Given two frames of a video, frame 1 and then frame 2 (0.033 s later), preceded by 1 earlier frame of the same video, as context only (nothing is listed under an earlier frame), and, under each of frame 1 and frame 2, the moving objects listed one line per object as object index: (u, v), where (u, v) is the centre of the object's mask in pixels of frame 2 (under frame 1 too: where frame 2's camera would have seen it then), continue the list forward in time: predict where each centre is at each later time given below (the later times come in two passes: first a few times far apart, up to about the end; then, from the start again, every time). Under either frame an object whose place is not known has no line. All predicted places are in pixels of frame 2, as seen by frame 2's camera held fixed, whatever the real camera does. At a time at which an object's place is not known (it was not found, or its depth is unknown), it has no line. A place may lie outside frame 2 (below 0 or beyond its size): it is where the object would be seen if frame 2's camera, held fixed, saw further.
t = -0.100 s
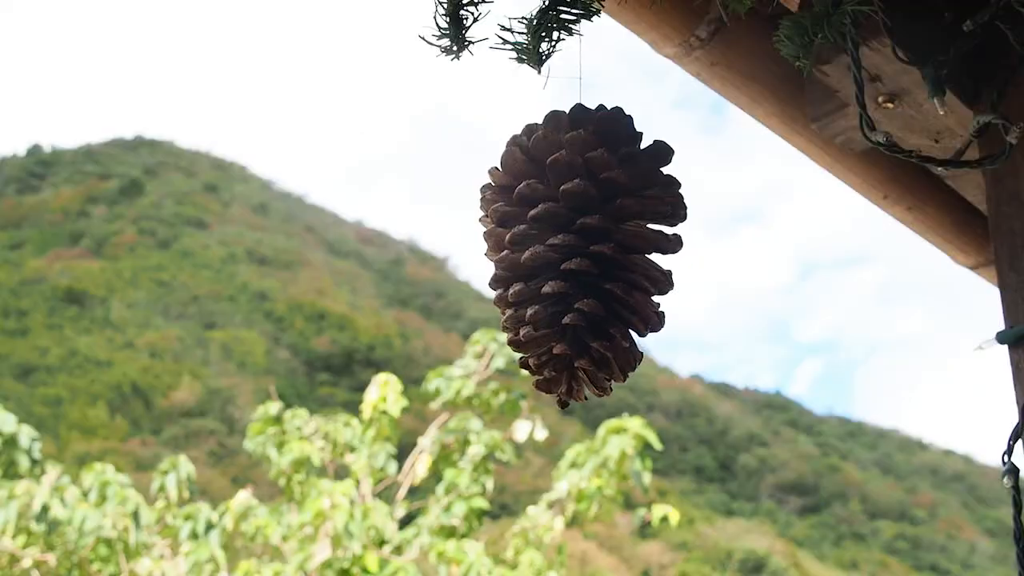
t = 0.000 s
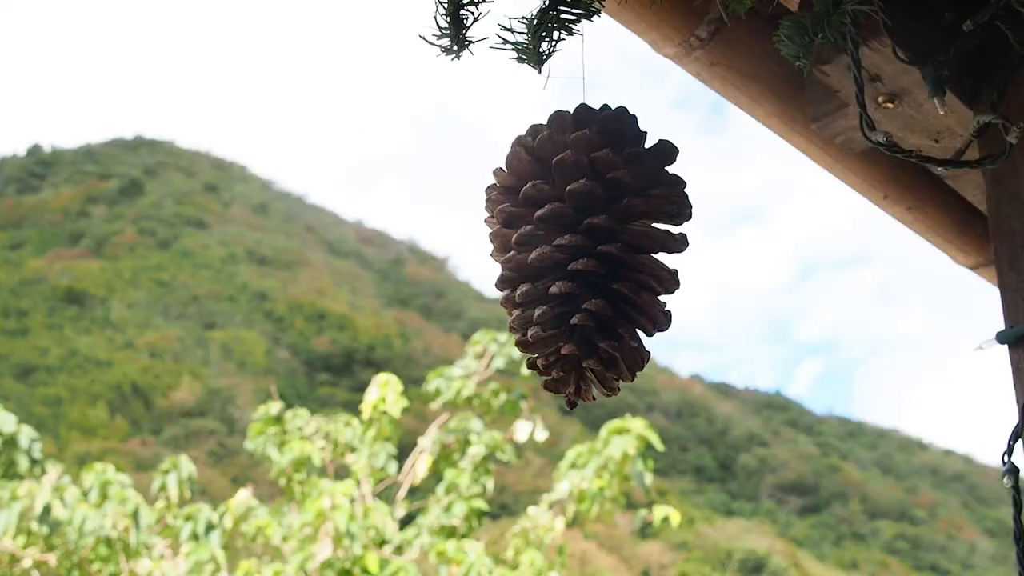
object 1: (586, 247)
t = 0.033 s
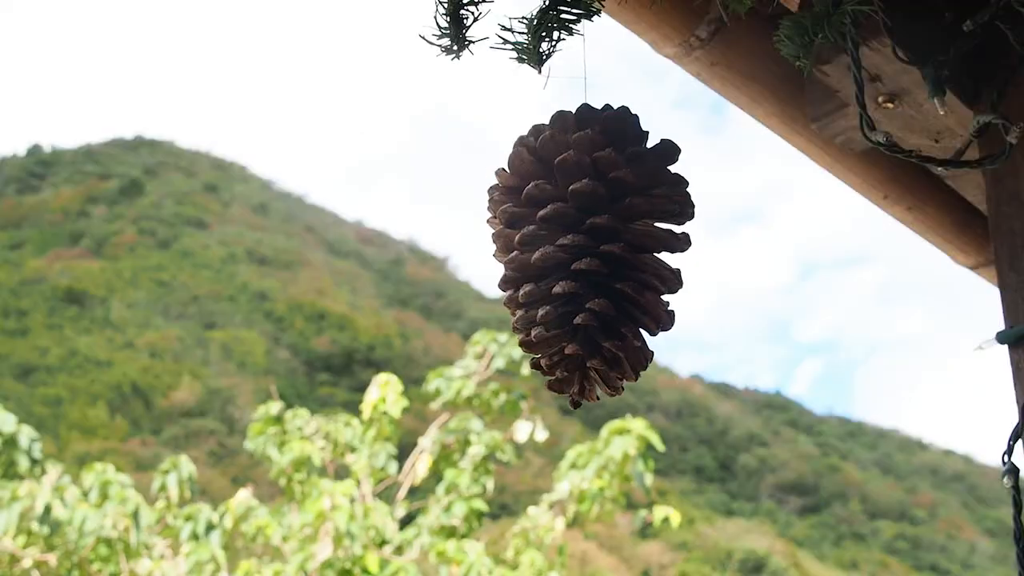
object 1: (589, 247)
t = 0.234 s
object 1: (604, 243)
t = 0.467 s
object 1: (599, 241)
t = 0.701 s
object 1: (583, 246)
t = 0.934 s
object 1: (588, 249)
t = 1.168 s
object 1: (602, 246)
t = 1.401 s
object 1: (598, 242)
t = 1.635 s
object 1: (583, 245)
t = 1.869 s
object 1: (588, 249)
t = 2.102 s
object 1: (601, 246)
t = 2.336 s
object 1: (597, 239)
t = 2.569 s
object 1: (584, 242)
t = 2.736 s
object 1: (584, 248)
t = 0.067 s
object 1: (591, 246)
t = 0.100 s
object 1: (595, 246)
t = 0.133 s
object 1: (597, 246)
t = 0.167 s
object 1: (600, 245)
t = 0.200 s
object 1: (602, 244)
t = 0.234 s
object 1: (604, 243)
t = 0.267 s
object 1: (605, 243)
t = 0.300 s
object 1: (605, 242)
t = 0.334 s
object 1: (605, 242)
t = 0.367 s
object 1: (604, 241)
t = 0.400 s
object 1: (603, 241)
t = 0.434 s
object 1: (601, 241)
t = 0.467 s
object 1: (599, 241)
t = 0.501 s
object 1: (597, 241)
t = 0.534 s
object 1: (594, 242)
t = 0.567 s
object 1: (591, 242)
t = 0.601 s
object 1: (589, 243)
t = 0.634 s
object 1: (587, 244)
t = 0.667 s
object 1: (585, 245)
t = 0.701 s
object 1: (583, 246)
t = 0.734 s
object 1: (582, 246)
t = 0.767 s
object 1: (582, 247)
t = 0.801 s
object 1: (582, 248)
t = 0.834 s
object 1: (583, 248)
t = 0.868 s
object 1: (584, 249)
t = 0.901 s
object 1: (585, 249)
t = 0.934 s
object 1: (588, 249)
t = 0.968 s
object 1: (590, 249)
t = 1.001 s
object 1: (592, 249)
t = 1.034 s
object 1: (595, 249)
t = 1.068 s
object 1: (597, 248)
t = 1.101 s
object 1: (599, 247)
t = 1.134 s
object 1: (601, 247)
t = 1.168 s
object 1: (602, 246)
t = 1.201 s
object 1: (603, 245)
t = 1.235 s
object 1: (603, 244)
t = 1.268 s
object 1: (603, 244)
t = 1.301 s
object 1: (603, 243)
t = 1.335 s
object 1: (602, 242)
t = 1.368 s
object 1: (600, 242)
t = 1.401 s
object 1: (598, 242)
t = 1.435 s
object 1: (595, 242)
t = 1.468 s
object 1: (593, 242)
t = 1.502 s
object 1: (591, 242)
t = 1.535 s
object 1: (588, 243)
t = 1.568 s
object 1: (586, 244)
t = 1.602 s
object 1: (585, 244)
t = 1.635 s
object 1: (583, 245)
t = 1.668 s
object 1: (582, 246)
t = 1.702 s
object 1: (582, 247)
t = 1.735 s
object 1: (583, 247)
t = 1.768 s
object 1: (583, 248)
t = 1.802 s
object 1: (585, 248)
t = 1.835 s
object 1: (586, 249)
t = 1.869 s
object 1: (588, 249)
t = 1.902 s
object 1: (590, 249)
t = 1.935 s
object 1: (592, 249)
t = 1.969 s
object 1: (595, 249)
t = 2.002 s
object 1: (597, 248)
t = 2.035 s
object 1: (598, 247)
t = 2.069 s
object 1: (600, 247)
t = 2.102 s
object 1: (601, 246)
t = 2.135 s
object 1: (602, 245)
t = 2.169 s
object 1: (602, 244)
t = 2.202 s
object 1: (602, 243)
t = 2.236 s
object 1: (601, 242)
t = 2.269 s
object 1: (600, 241)
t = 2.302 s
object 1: (599, 240)
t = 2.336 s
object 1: (597, 239)
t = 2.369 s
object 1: (595, 239)
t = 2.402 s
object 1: (593, 239)
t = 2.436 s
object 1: (591, 239)
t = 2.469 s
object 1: (589, 239)
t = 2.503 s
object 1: (587, 240)
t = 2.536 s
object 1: (585, 241)
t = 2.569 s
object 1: (584, 242)
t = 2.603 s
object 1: (583, 243)
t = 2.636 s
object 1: (583, 244)
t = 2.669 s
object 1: (583, 245)
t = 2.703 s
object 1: (583, 247)
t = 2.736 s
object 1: (584, 248)
